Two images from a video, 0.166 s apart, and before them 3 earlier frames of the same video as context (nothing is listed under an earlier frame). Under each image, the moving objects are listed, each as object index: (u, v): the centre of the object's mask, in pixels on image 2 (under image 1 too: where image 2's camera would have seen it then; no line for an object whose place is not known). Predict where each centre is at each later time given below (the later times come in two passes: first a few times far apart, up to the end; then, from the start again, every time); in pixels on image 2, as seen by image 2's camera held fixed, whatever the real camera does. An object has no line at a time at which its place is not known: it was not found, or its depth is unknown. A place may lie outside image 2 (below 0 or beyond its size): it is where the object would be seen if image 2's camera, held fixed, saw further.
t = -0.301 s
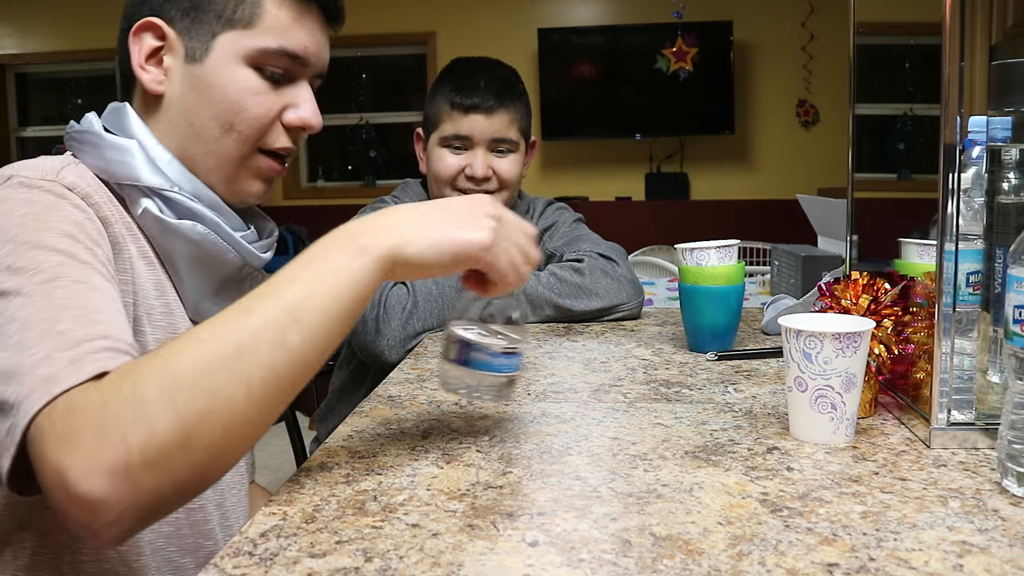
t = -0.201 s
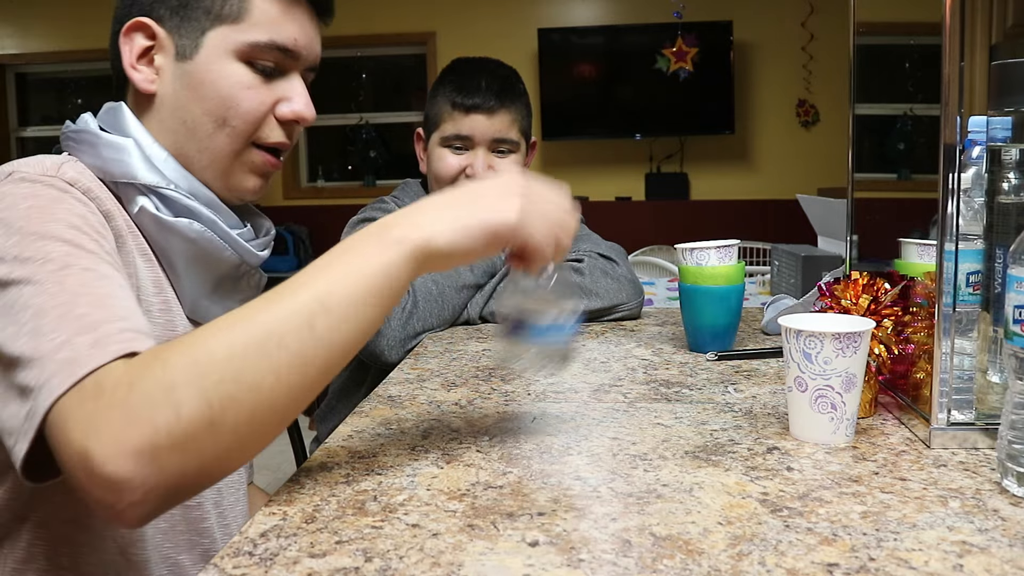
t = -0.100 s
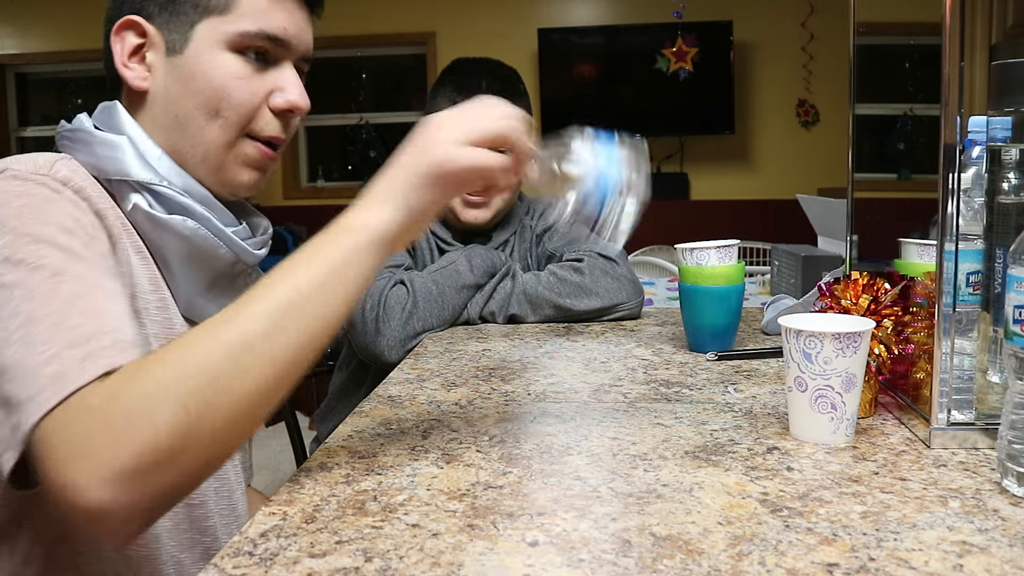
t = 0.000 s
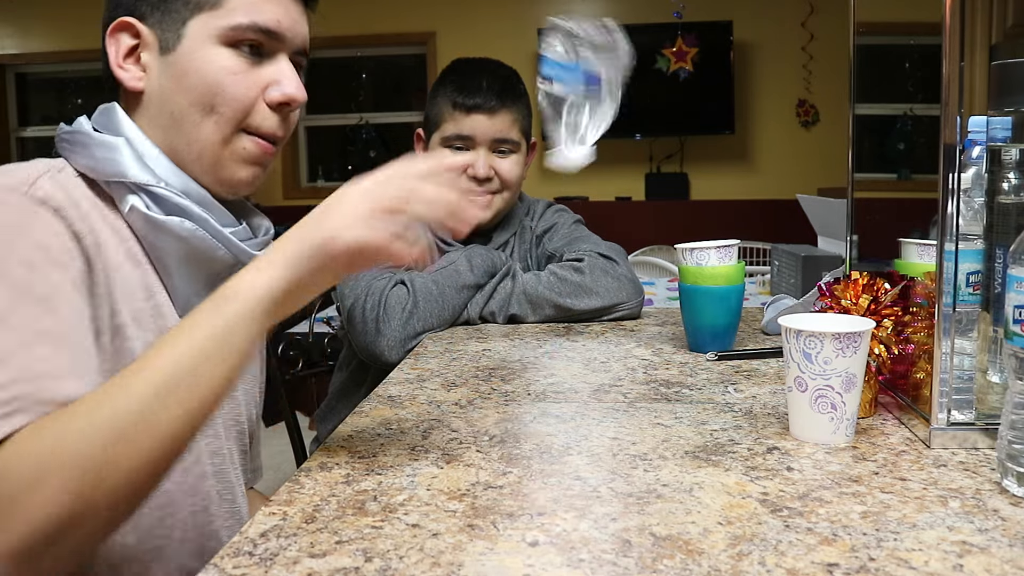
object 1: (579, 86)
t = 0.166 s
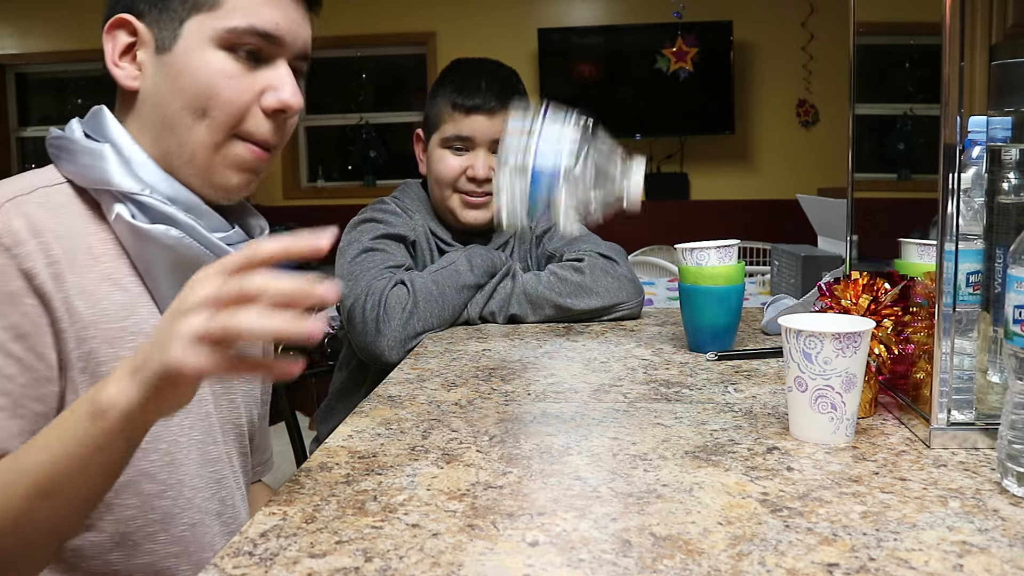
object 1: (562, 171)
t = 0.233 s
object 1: (550, 310)
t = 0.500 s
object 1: (553, 424)
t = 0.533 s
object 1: (551, 426)
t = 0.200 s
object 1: (557, 236)
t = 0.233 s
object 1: (550, 310)
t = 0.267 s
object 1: (553, 403)
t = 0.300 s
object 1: (549, 411)
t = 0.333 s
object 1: (555, 414)
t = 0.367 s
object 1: (558, 416)
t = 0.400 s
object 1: (559, 418)
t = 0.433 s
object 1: (556, 420)
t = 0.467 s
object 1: (555, 421)
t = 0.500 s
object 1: (553, 424)
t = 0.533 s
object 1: (551, 426)
